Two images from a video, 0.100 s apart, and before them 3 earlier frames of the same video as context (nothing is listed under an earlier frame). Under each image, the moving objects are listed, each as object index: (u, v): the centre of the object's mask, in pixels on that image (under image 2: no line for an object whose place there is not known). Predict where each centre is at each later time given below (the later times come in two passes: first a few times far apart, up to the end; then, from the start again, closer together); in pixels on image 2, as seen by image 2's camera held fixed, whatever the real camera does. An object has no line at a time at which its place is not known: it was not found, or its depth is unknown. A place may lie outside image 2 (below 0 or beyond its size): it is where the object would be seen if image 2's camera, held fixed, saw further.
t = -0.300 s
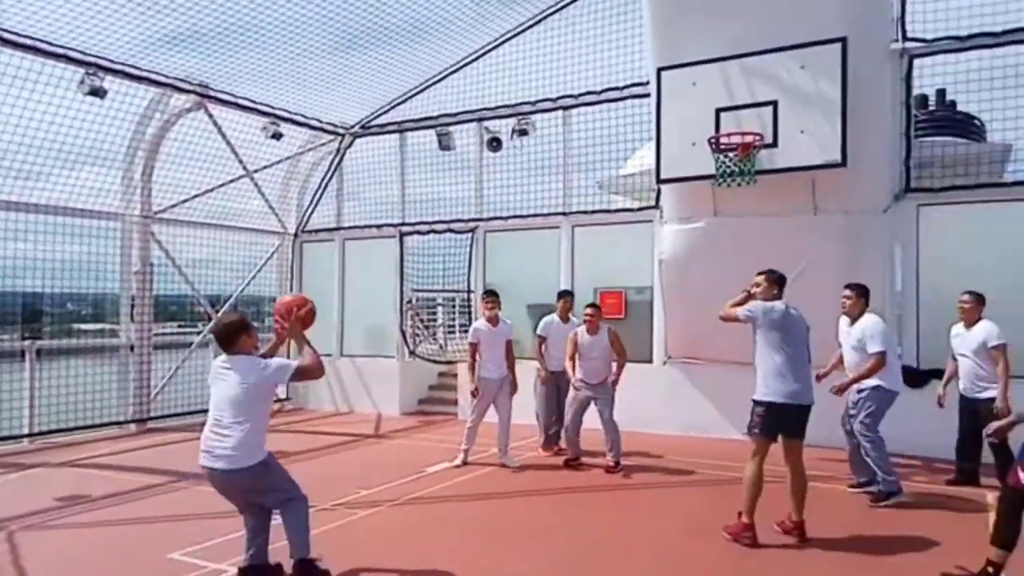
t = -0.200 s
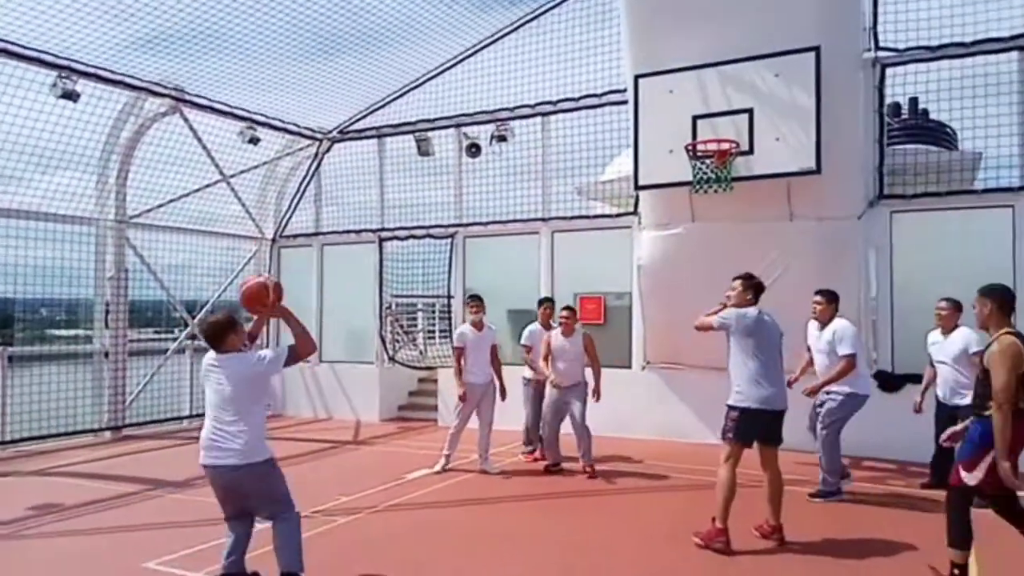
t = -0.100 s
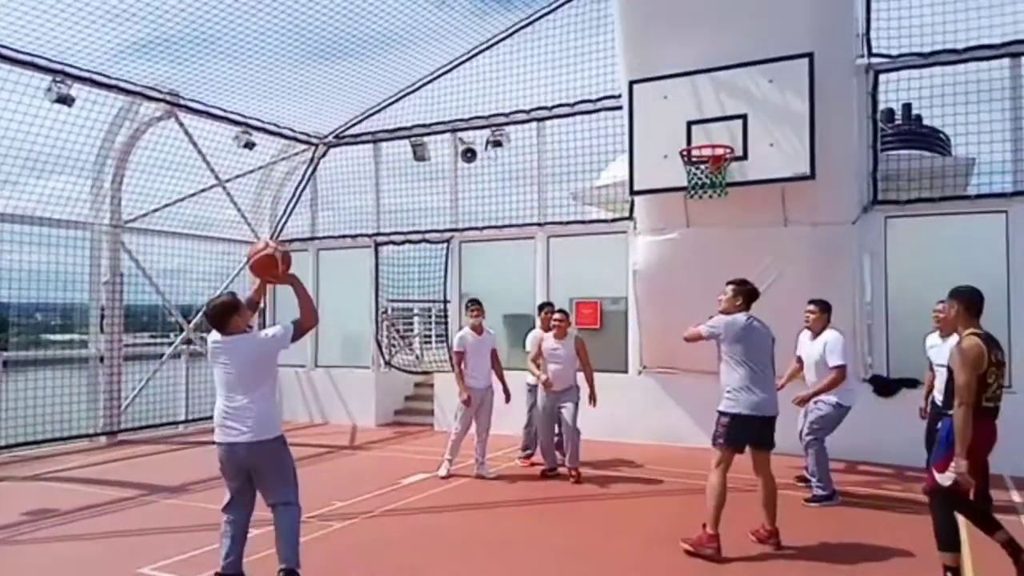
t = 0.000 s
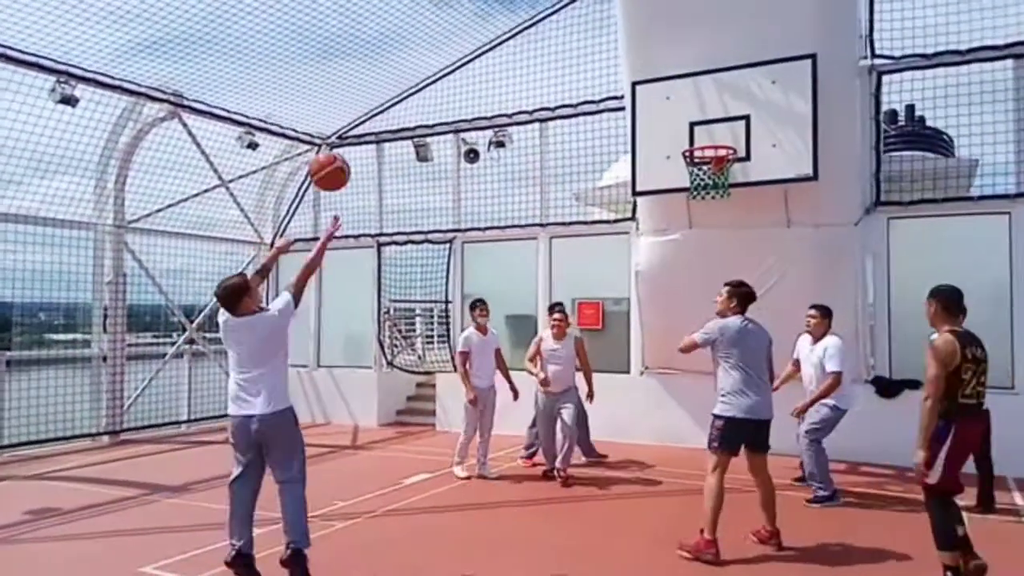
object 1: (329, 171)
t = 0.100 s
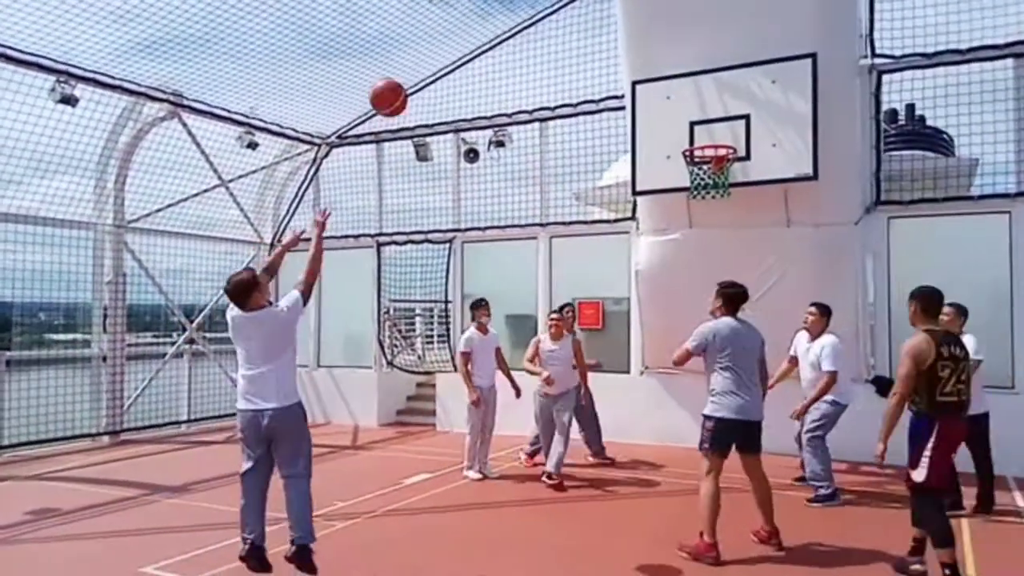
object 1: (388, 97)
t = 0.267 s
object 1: (473, 23)
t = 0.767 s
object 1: (667, 42)
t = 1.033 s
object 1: (740, 125)
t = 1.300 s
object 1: (770, 85)
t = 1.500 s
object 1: (782, 86)
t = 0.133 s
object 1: (406, 78)
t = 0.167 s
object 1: (424, 61)
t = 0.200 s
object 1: (441, 46)
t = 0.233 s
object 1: (457, 33)
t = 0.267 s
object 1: (473, 23)
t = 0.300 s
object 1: (489, 20)
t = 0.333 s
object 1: (504, 18)
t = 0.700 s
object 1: (645, 30)
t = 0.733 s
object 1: (656, 34)
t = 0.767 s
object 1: (667, 42)
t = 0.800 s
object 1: (678, 54)
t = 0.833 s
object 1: (688, 66)
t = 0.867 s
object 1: (698, 80)
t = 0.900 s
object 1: (708, 92)
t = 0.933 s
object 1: (718, 108)
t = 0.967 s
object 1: (726, 124)
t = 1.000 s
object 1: (734, 134)
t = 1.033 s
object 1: (740, 125)
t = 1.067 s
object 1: (746, 118)
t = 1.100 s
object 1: (751, 111)
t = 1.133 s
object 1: (757, 107)
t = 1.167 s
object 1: (762, 103)
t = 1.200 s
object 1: (766, 98)
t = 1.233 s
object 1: (767, 92)
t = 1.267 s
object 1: (769, 89)
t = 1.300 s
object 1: (770, 85)
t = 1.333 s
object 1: (772, 82)
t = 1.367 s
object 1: (775, 81)
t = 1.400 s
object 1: (776, 80)
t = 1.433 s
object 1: (779, 82)
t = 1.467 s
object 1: (780, 83)
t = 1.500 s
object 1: (782, 86)
